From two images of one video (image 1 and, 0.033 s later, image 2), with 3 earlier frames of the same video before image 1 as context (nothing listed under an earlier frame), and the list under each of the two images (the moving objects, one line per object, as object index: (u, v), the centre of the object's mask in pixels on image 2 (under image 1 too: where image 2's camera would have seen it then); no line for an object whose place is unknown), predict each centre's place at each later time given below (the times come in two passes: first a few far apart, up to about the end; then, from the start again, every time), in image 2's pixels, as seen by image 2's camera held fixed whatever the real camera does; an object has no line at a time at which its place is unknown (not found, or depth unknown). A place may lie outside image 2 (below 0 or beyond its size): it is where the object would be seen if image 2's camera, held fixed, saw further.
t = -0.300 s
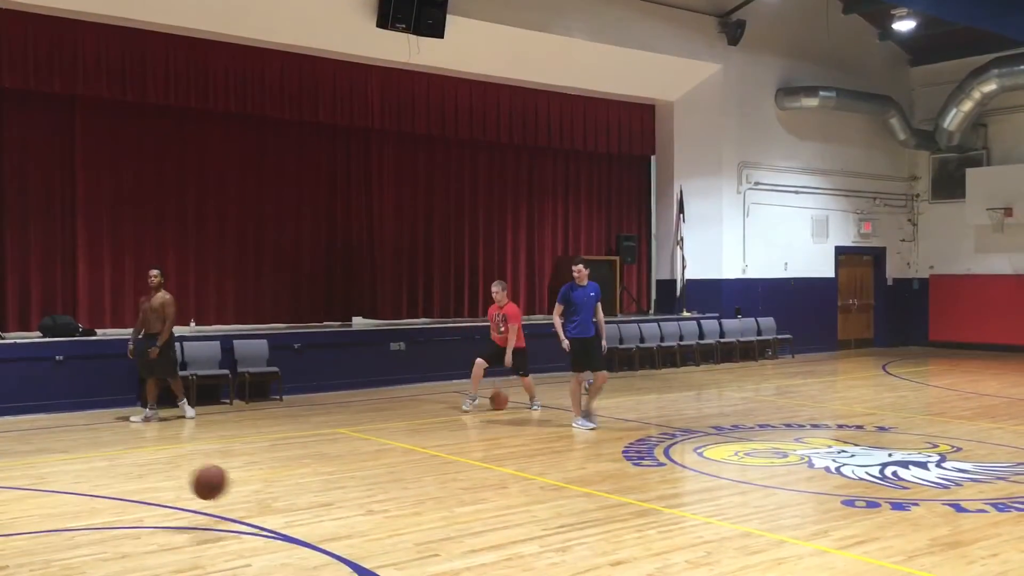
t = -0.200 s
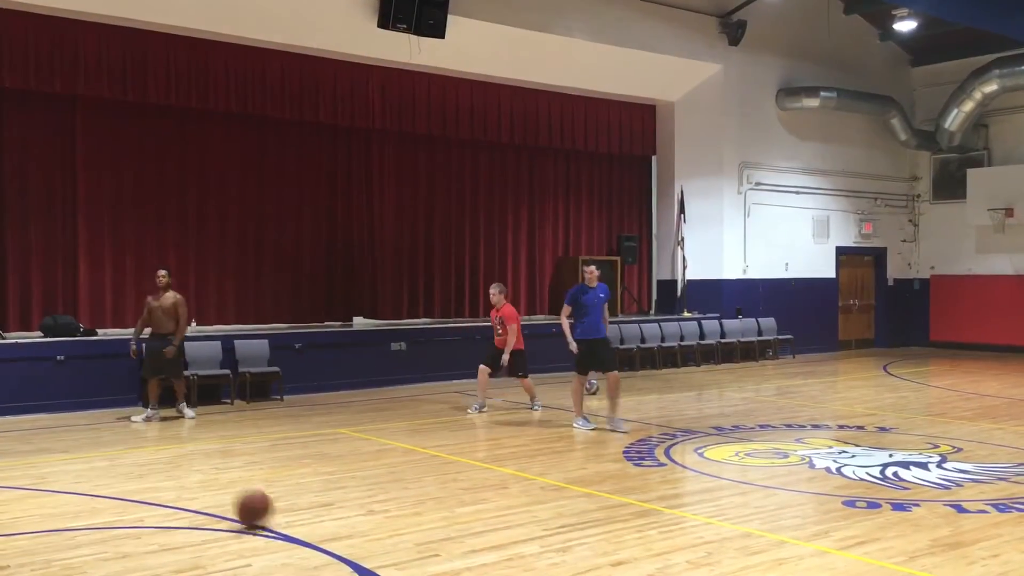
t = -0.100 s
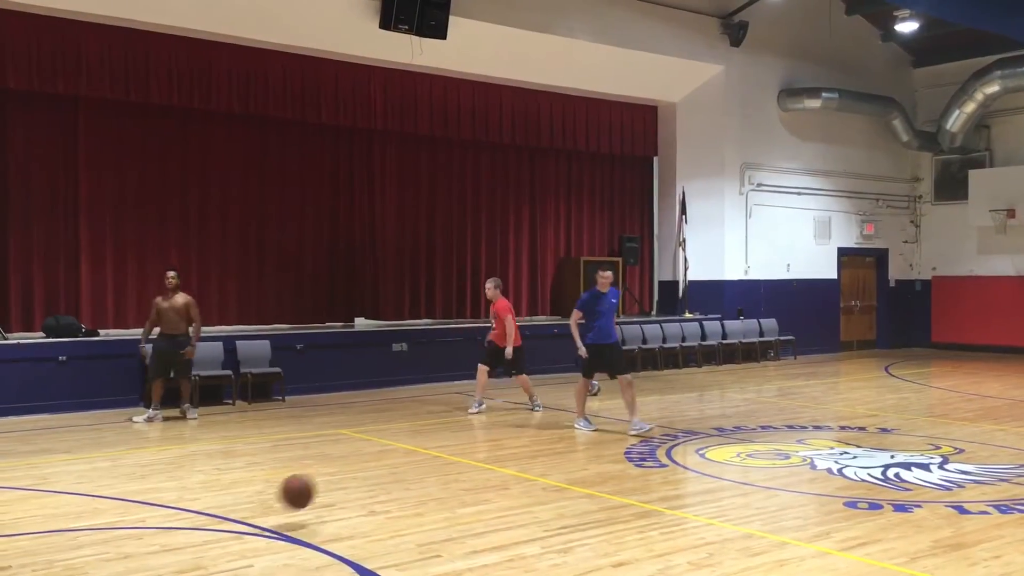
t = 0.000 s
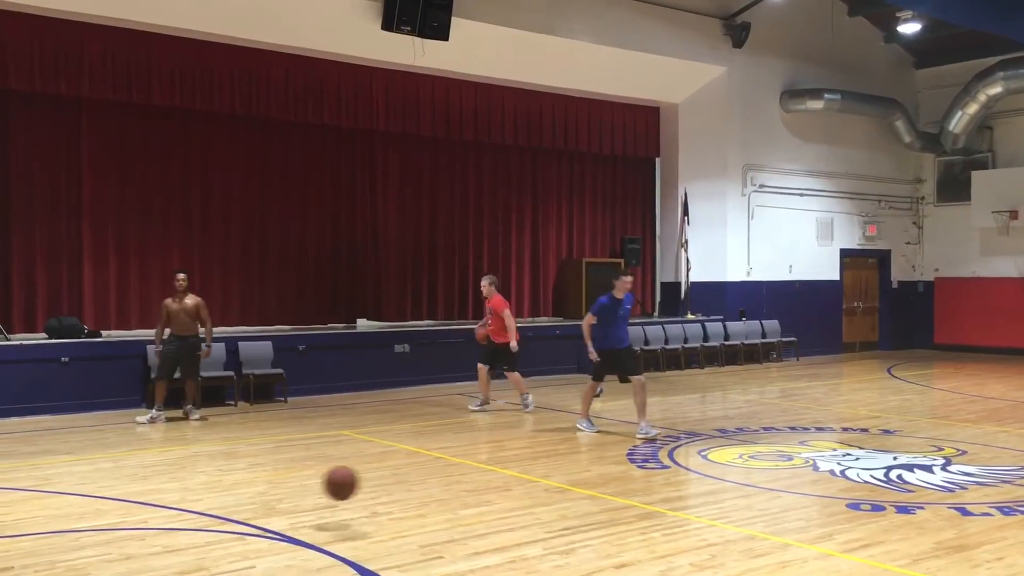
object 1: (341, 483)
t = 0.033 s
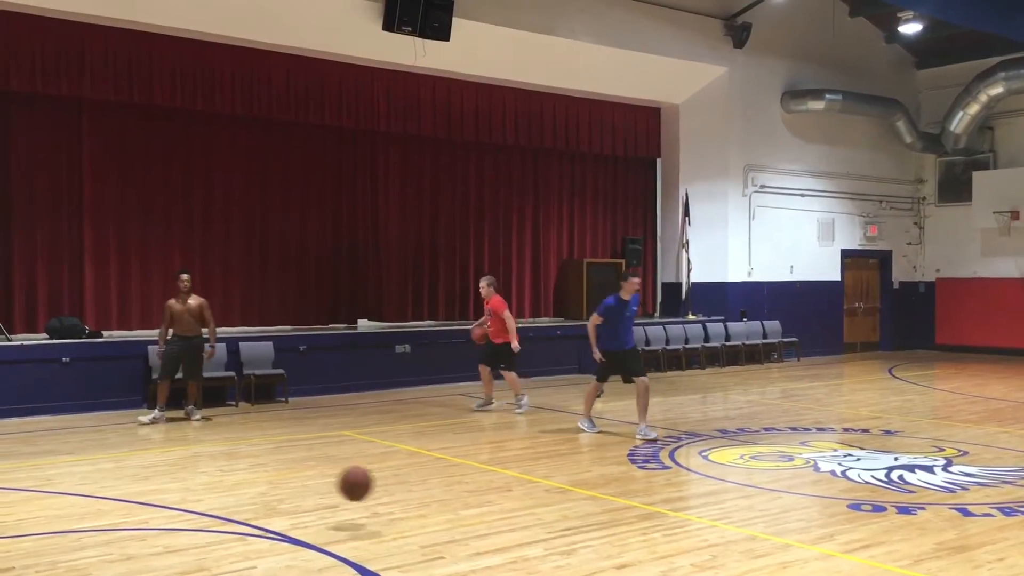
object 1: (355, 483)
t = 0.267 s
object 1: (449, 498)
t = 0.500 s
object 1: (539, 503)
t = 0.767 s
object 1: (637, 502)
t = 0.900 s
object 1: (684, 493)
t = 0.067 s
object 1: (369, 485)
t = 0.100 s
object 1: (382, 488)
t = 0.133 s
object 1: (396, 492)
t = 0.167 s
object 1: (408, 499)
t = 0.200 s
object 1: (422, 508)
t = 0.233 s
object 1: (436, 504)
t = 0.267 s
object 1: (449, 498)
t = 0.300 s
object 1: (462, 494)
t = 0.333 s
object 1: (475, 492)
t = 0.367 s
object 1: (487, 491)
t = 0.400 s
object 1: (500, 491)
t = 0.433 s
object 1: (513, 493)
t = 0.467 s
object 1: (526, 497)
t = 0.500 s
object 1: (539, 503)
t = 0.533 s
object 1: (551, 503)
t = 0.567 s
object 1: (563, 498)
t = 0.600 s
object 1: (576, 494)
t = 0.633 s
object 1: (588, 492)
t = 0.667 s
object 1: (600, 492)
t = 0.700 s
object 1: (612, 493)
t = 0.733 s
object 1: (624, 496)
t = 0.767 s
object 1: (637, 502)
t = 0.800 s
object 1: (649, 501)
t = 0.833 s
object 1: (660, 496)
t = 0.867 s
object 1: (672, 494)
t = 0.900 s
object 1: (684, 493)
